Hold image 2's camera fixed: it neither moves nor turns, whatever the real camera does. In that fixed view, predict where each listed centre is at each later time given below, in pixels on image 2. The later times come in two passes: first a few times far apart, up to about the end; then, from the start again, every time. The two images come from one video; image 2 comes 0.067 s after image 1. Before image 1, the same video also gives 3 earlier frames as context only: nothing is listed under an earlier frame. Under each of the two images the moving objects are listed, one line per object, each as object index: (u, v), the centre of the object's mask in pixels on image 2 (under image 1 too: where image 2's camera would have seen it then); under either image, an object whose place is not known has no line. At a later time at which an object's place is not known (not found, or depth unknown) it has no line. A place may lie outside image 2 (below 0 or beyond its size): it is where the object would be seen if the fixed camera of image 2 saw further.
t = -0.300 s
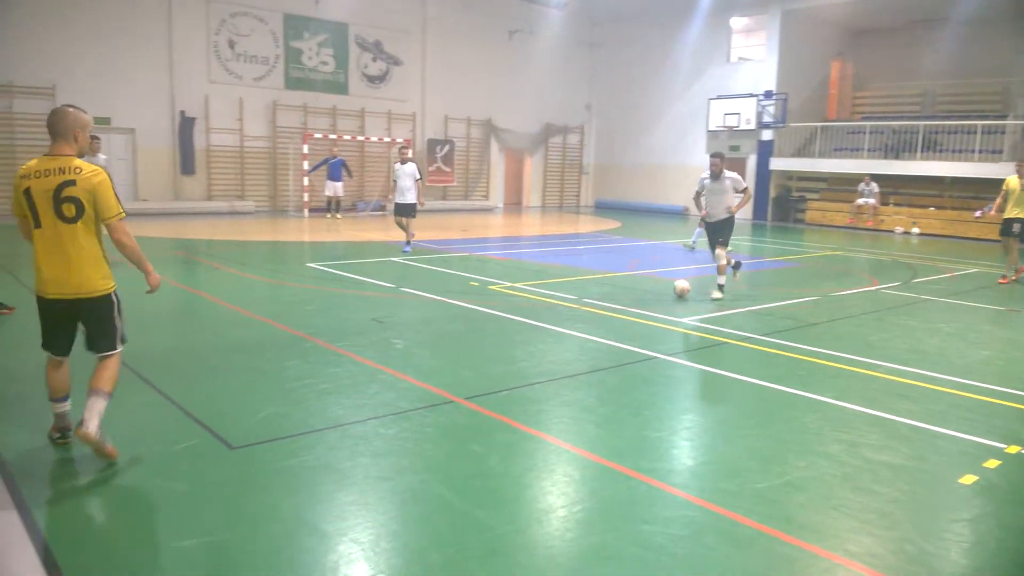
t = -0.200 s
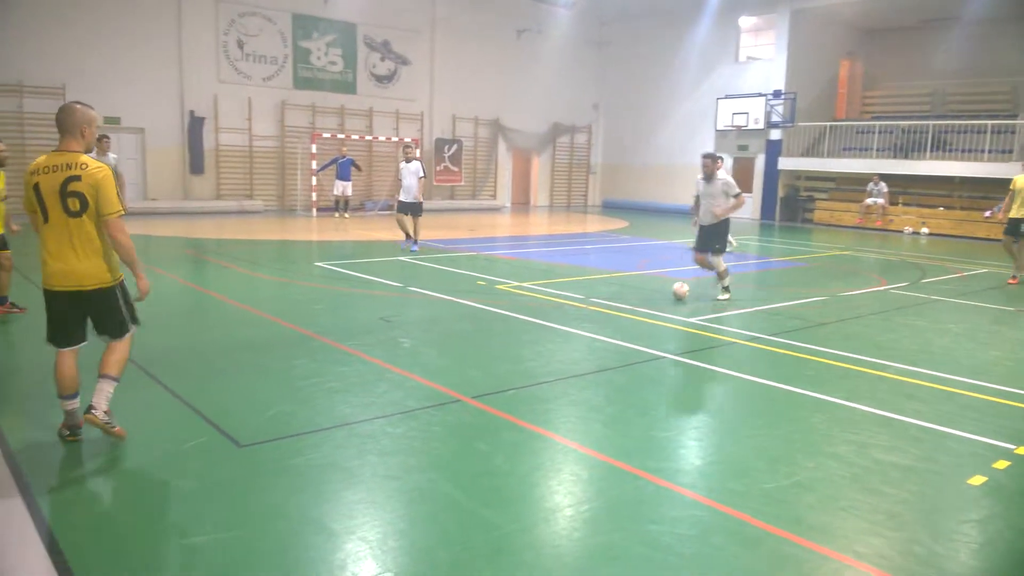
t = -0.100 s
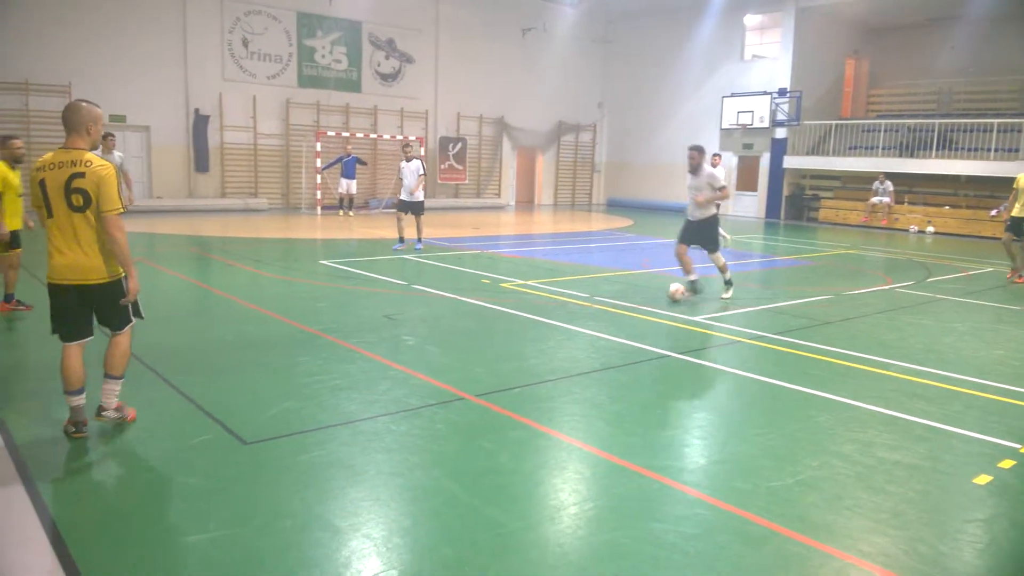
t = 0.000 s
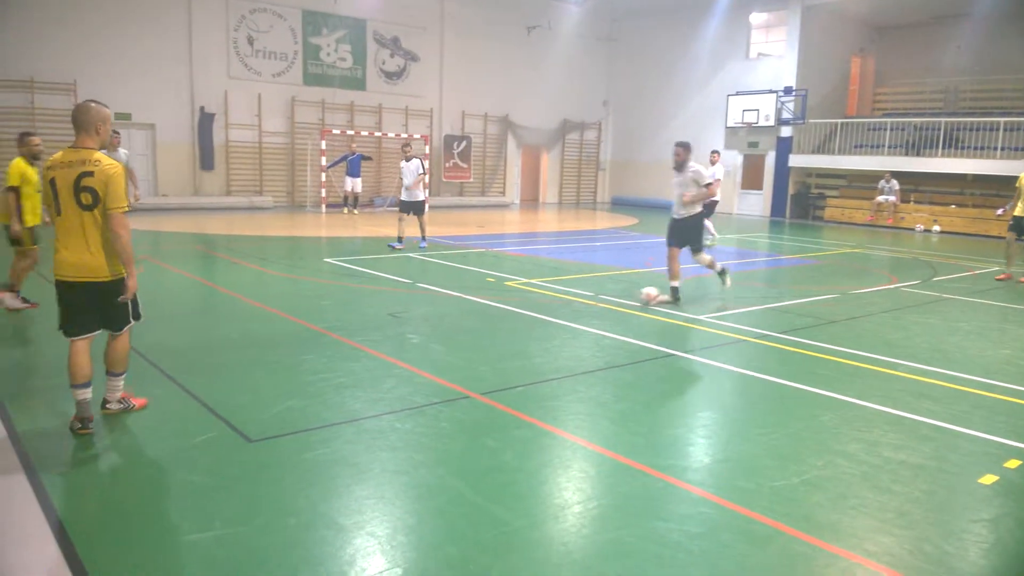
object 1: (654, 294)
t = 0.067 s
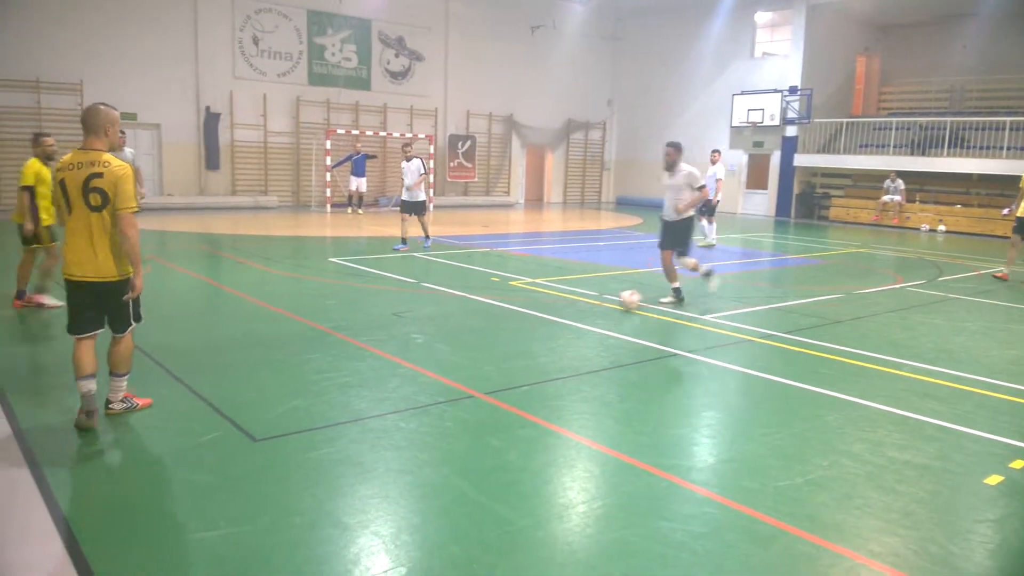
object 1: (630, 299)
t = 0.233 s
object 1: (570, 310)
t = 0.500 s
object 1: (476, 328)
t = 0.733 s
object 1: (391, 348)
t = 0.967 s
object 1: (285, 371)
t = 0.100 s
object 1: (618, 301)
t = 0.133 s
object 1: (606, 305)
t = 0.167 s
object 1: (594, 306)
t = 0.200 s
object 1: (581, 309)
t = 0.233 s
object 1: (570, 310)
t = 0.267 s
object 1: (558, 312)
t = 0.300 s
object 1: (546, 315)
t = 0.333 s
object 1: (535, 317)
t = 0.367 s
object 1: (522, 319)
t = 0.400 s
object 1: (510, 322)
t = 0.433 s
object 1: (499, 324)
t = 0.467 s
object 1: (487, 326)
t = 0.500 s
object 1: (476, 328)
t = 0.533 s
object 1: (464, 332)
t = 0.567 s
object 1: (452, 334)
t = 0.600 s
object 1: (440, 337)
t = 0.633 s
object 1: (429, 339)
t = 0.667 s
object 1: (417, 340)
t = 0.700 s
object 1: (404, 344)
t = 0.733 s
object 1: (391, 348)
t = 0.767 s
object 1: (376, 350)
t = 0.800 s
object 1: (363, 353)
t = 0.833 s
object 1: (348, 357)
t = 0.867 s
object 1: (333, 360)
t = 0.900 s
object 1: (318, 364)
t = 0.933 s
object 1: (301, 367)
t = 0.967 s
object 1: (285, 371)
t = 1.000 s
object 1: (268, 375)
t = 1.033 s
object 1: (250, 379)
